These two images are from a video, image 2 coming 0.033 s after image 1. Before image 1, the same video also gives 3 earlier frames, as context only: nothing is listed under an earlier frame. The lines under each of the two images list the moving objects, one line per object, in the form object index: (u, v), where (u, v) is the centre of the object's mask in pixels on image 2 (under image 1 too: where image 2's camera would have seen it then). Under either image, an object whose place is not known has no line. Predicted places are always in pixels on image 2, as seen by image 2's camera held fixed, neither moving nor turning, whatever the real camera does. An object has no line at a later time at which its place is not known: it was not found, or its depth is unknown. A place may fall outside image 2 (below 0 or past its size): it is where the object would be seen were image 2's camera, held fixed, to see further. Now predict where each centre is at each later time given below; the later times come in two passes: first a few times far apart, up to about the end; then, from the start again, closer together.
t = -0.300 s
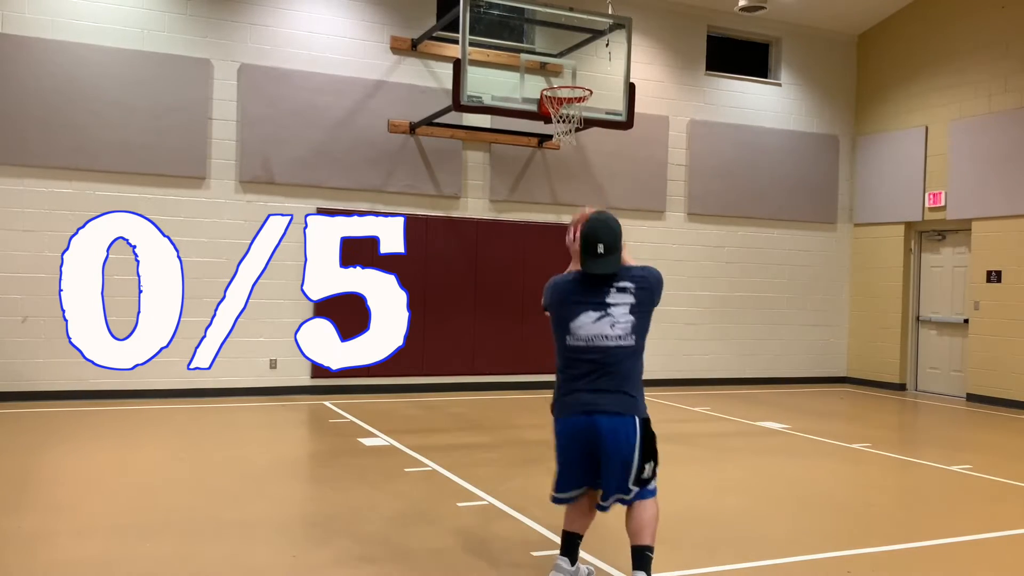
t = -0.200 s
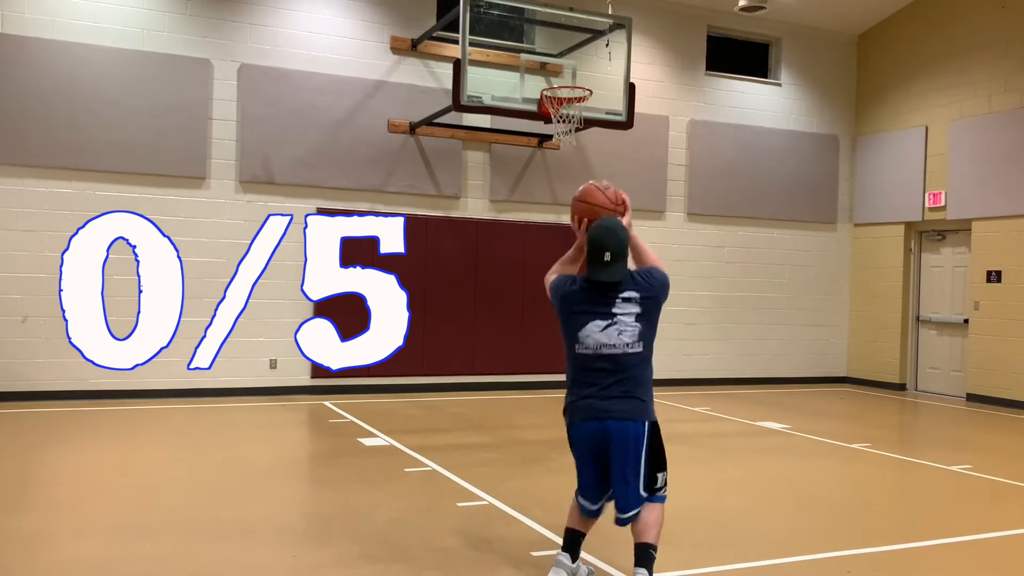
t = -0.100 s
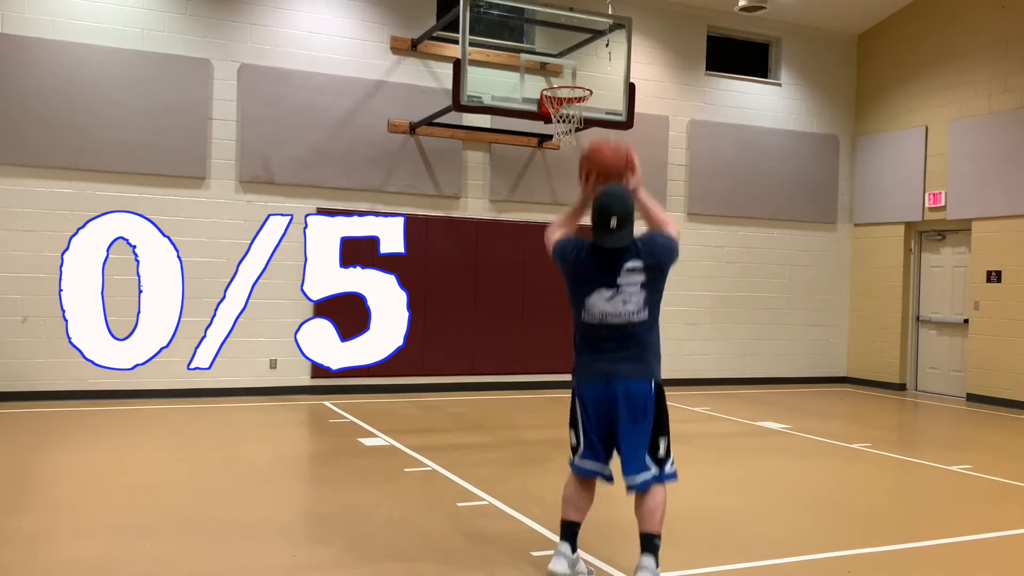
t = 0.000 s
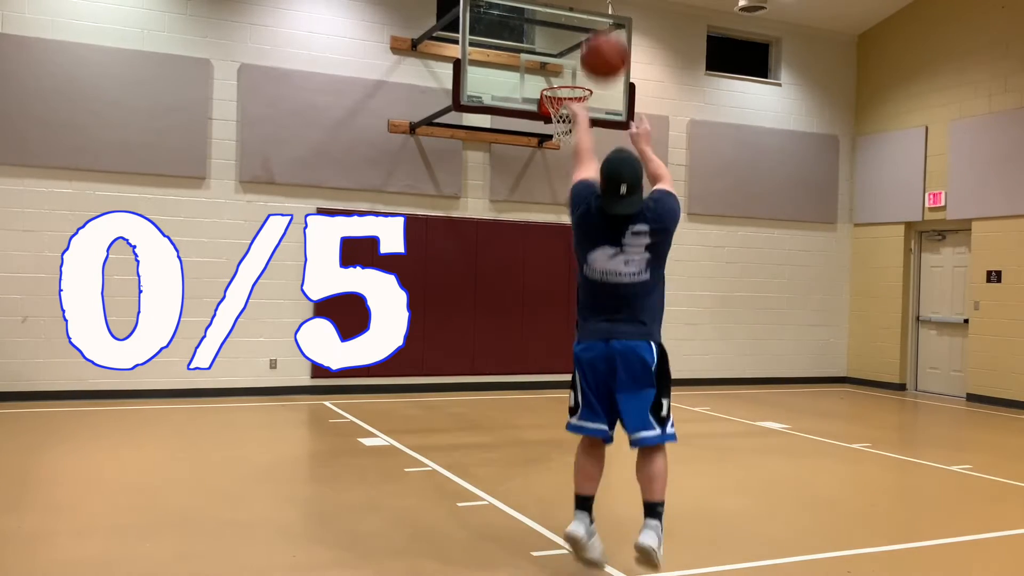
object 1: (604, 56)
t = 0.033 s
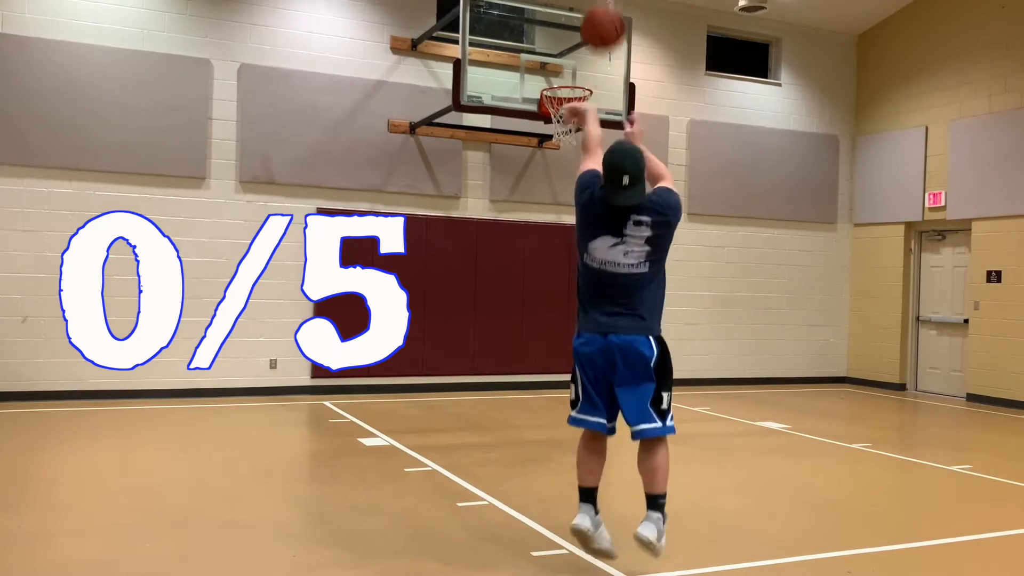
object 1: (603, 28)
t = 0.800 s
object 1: (568, 5)
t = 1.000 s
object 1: (562, 83)
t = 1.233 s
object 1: (576, 16)
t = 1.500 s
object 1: (592, 10)
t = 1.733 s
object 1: (605, 63)
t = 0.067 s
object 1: (601, 10)
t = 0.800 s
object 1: (568, 5)
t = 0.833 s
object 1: (567, 14)
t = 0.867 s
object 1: (565, 30)
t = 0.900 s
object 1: (564, 44)
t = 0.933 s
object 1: (563, 61)
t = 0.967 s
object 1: (562, 77)
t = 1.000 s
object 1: (562, 83)
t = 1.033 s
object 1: (564, 71)
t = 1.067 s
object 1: (566, 60)
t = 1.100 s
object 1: (568, 48)
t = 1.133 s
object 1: (570, 38)
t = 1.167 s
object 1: (571, 29)
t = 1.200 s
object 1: (573, 22)
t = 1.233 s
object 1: (576, 16)
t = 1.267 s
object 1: (578, 11)
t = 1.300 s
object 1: (580, 9)
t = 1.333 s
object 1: (582, 8)
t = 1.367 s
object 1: (584, 7)
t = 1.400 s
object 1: (587, 7)
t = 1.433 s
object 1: (589, 8)
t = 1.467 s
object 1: (591, 9)
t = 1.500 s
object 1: (592, 10)
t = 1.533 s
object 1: (594, 14)
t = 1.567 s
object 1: (596, 21)
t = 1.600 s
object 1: (598, 25)
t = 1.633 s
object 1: (600, 34)
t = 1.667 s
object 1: (602, 42)
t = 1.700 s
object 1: (604, 52)
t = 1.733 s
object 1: (605, 63)
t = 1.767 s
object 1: (607, 75)
